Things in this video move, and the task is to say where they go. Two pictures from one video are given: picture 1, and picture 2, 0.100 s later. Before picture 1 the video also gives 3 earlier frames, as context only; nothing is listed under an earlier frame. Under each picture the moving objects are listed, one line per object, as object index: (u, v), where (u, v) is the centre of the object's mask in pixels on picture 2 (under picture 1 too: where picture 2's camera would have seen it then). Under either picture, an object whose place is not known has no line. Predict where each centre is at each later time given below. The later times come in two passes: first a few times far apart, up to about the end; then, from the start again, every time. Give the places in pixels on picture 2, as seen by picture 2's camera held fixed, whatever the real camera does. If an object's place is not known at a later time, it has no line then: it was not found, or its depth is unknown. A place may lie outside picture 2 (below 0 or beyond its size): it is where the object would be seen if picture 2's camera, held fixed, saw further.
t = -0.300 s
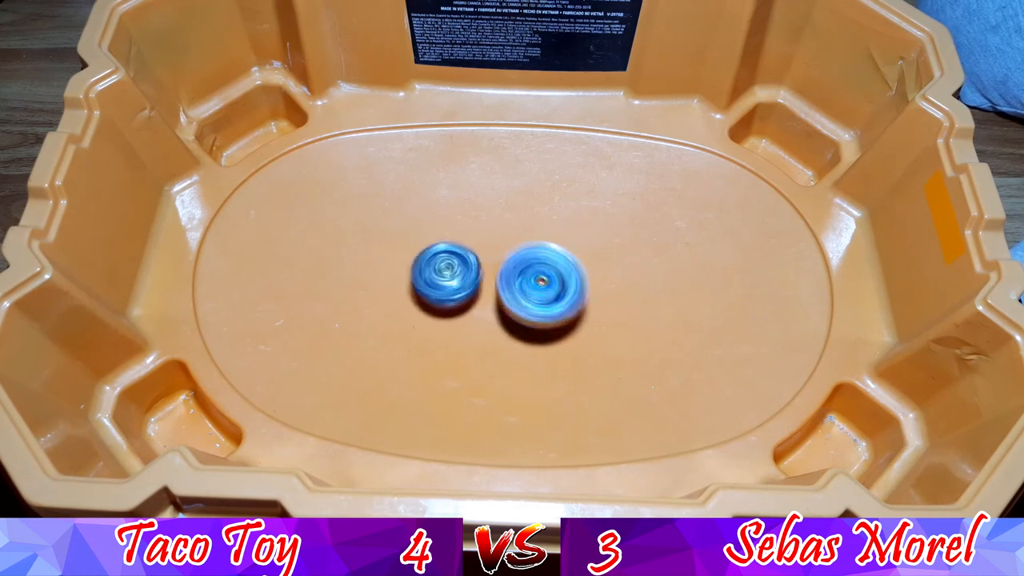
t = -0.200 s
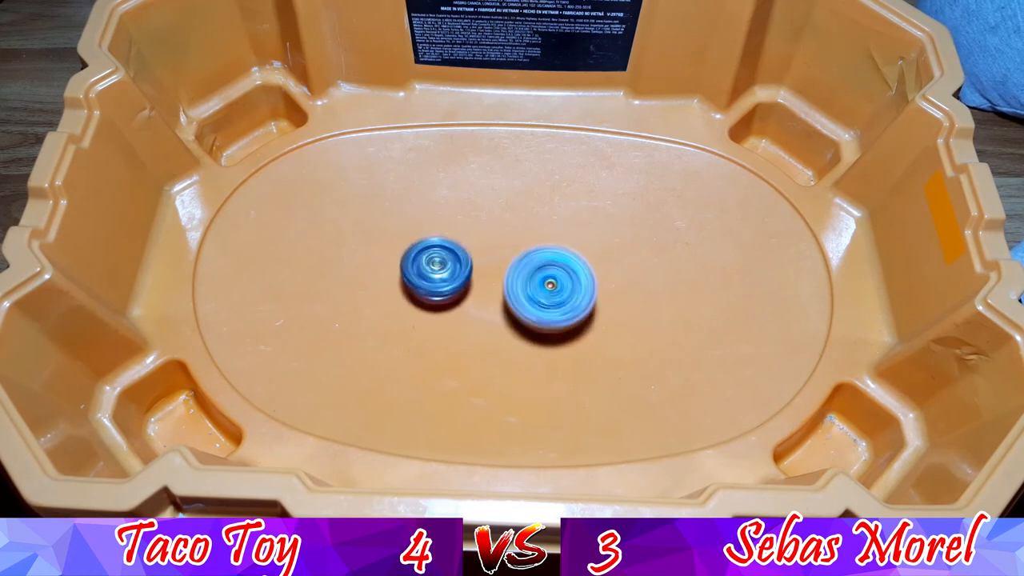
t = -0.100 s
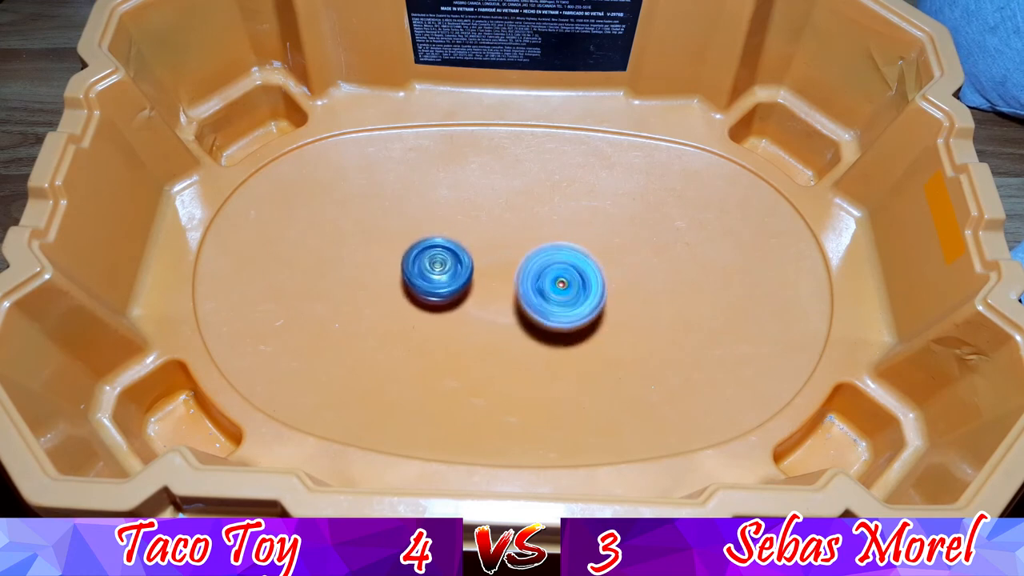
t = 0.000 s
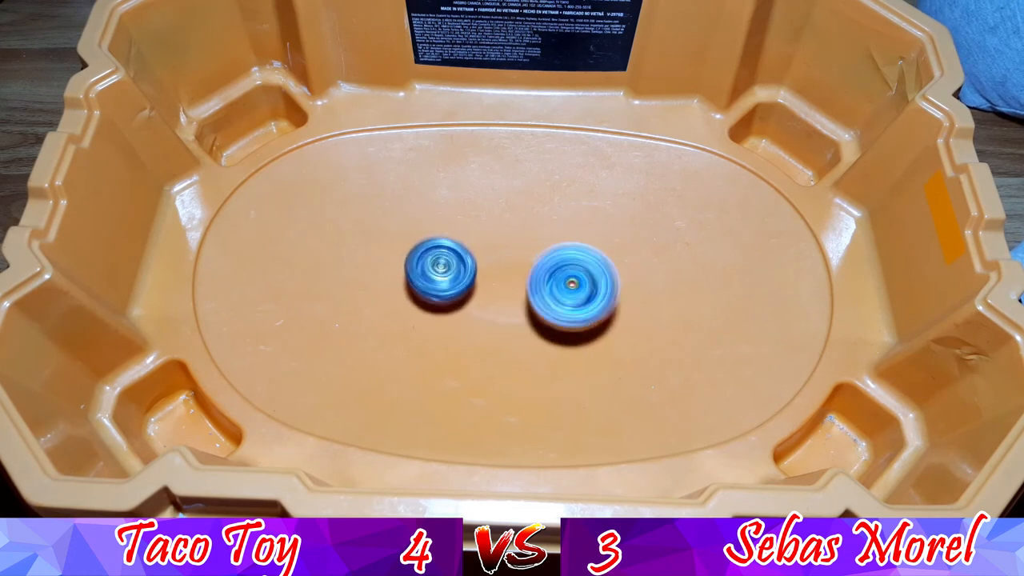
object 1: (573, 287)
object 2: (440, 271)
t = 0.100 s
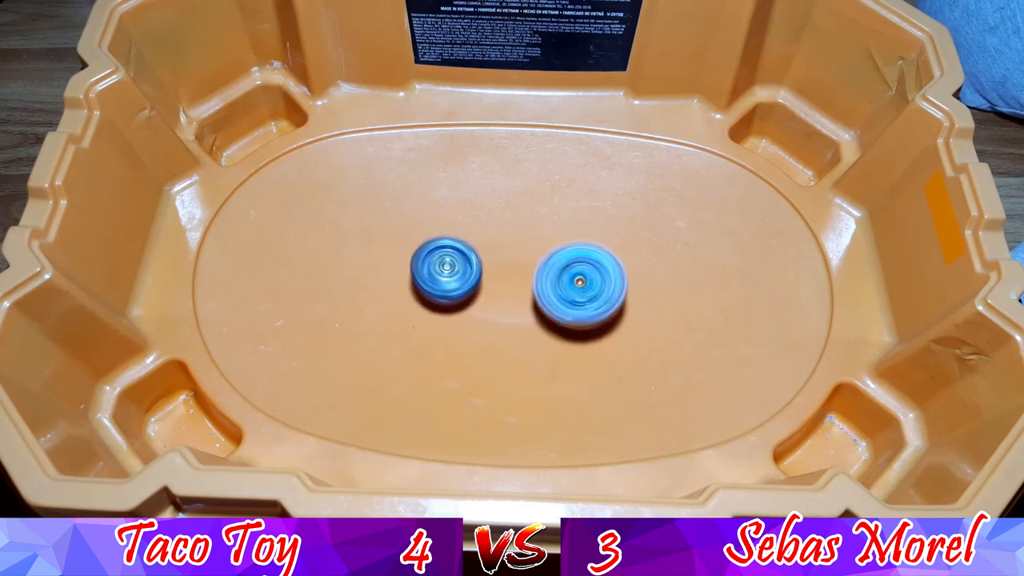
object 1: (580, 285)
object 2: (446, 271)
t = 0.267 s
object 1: (587, 277)
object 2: (457, 267)
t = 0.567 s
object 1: (581, 270)
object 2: (481, 267)
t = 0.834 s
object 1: (583, 267)
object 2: (484, 279)
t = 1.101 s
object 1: (599, 258)
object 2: (463, 284)
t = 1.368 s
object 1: (581, 262)
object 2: (451, 274)
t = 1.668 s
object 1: (564, 267)
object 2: (462, 262)
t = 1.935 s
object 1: (568, 260)
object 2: (478, 258)
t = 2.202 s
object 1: (590, 255)
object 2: (483, 262)
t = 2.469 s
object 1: (578, 265)
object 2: (486, 266)
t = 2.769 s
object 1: (570, 282)
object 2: (485, 262)
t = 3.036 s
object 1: (570, 283)
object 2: (492, 254)
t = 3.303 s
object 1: (581, 286)
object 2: (500, 246)
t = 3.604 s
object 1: (589, 281)
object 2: (497, 235)
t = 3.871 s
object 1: (573, 271)
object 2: (501, 240)
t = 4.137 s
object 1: (595, 271)
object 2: (491, 244)
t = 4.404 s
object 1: (591, 268)
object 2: (485, 246)
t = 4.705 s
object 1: (577, 262)
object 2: (482, 248)
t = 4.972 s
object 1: (570, 265)
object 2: (489, 248)
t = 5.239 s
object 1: (582, 305)
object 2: (461, 227)
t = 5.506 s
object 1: (534, 288)
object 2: (465, 225)
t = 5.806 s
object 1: (516, 286)
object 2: (474, 221)
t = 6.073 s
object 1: (513, 331)
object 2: (470, 229)
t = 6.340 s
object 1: (526, 325)
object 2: (475, 219)
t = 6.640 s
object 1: (543, 309)
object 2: (496, 228)
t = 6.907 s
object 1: (544, 301)
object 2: (489, 243)
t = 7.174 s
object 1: (547, 315)
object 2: (477, 217)
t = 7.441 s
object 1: (582, 318)
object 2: (485, 191)
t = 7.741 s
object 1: (593, 293)
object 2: (495, 260)
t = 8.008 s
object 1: (555, 276)
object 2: (467, 325)
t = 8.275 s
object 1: (558, 280)
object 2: (451, 305)
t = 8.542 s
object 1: (574, 283)
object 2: (498, 250)
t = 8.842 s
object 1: (585, 296)
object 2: (556, 227)
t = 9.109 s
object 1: (576, 309)
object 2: (615, 251)
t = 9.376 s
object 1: (541, 291)
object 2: (642, 277)
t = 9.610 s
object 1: (569, 278)
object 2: (643, 281)
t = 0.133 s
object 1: (583, 284)
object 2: (448, 271)
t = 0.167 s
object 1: (583, 281)
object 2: (451, 270)
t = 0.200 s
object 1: (585, 280)
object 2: (453, 270)
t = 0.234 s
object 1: (585, 278)
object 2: (455, 268)
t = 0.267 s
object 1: (587, 277)
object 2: (457, 267)
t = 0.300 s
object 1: (586, 276)
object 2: (460, 266)
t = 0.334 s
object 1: (587, 274)
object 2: (463, 265)
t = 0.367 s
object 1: (587, 273)
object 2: (465, 265)
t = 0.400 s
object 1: (588, 273)
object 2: (468, 264)
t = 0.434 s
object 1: (587, 273)
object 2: (471, 265)
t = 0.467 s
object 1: (585, 273)
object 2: (473, 265)
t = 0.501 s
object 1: (584, 272)
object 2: (476, 266)
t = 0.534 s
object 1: (582, 271)
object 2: (479, 266)
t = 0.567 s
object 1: (581, 270)
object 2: (481, 267)
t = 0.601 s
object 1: (579, 269)
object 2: (483, 269)
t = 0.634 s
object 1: (578, 268)
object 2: (485, 270)
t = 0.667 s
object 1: (577, 268)
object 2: (487, 271)
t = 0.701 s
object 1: (577, 267)
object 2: (489, 273)
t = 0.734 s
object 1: (576, 267)
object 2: (490, 274)
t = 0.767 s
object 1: (576, 266)
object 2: (492, 276)
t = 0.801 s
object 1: (576, 266)
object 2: (491, 278)
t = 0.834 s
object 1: (583, 267)
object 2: (484, 279)
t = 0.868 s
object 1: (590, 265)
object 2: (479, 280)
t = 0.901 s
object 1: (593, 262)
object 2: (476, 281)
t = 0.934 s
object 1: (598, 261)
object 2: (474, 282)
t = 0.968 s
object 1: (600, 259)
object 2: (472, 283)
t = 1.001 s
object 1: (602, 258)
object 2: (470, 284)
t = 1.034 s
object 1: (601, 258)
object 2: (467, 284)
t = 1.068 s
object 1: (601, 257)
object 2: (465, 284)
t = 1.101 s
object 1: (599, 258)
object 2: (463, 284)
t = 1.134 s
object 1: (598, 257)
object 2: (461, 283)
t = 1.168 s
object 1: (595, 257)
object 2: (458, 282)
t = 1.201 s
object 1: (594, 256)
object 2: (456, 281)
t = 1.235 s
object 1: (591, 257)
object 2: (455, 280)
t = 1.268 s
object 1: (590, 258)
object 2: (453, 278)
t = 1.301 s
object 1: (587, 259)
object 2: (452, 276)
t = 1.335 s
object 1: (585, 260)
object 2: (452, 275)
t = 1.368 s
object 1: (581, 262)
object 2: (451, 274)
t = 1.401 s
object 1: (577, 263)
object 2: (452, 273)
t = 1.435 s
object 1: (573, 264)
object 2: (452, 272)
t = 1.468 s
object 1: (570, 265)
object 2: (453, 270)
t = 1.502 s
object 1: (568, 266)
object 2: (454, 269)
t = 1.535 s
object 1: (567, 266)
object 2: (455, 267)
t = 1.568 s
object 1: (566, 267)
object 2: (457, 266)
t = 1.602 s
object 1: (566, 267)
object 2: (458, 264)
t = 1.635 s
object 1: (564, 267)
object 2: (460, 263)
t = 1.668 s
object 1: (564, 267)
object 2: (462, 262)
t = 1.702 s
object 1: (563, 267)
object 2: (465, 261)
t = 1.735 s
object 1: (563, 266)
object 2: (467, 260)
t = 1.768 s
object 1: (562, 265)
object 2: (470, 260)
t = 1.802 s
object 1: (562, 264)
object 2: (473, 259)
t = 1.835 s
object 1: (561, 262)
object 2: (476, 259)
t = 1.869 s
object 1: (562, 261)
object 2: (478, 259)
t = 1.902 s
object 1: (563, 259)
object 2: (479, 260)
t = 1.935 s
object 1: (568, 260)
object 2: (478, 258)
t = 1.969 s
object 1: (573, 258)
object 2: (478, 257)
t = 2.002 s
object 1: (578, 257)
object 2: (479, 257)
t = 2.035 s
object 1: (581, 255)
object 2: (479, 259)
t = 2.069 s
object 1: (585, 255)
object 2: (480, 259)
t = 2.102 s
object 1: (586, 254)
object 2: (481, 260)
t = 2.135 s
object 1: (589, 254)
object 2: (482, 260)
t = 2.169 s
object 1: (589, 254)
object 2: (482, 261)
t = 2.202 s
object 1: (590, 255)
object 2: (483, 262)
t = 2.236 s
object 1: (589, 256)
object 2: (483, 262)
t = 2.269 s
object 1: (589, 257)
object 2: (484, 263)
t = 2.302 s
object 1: (586, 258)
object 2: (484, 263)
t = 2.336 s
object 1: (586, 259)
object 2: (485, 264)
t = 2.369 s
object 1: (584, 260)
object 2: (485, 264)
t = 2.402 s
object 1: (583, 262)
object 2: (485, 265)
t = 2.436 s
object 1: (580, 264)
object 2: (485, 265)
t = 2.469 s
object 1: (578, 265)
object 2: (486, 266)
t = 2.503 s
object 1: (575, 267)
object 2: (486, 266)
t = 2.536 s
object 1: (571, 268)
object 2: (486, 267)
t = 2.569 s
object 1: (571, 270)
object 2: (486, 267)
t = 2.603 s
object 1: (571, 273)
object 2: (486, 266)
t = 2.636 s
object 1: (570, 276)
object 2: (486, 266)
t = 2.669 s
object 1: (571, 279)
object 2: (486, 265)
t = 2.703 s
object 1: (572, 281)
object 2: (486, 263)
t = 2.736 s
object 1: (571, 282)
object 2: (486, 263)
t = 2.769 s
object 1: (570, 282)
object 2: (485, 262)
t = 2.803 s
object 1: (570, 282)
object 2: (486, 261)
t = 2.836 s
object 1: (570, 281)
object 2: (486, 260)
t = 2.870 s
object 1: (571, 282)
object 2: (486, 259)
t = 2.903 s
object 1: (572, 282)
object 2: (487, 258)
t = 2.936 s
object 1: (572, 282)
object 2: (488, 257)
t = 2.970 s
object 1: (572, 283)
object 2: (489, 256)
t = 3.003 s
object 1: (572, 282)
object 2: (490, 255)
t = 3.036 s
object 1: (570, 283)
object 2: (492, 254)
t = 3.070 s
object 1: (571, 283)
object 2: (493, 253)
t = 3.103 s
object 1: (570, 282)
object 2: (494, 253)
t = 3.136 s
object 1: (572, 282)
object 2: (496, 252)
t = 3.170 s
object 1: (573, 283)
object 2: (498, 252)
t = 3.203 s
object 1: (574, 283)
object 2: (499, 251)
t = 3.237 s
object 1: (576, 283)
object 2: (502, 251)
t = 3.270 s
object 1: (577, 283)
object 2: (503, 250)
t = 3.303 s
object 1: (581, 286)
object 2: (500, 246)
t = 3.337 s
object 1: (586, 286)
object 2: (499, 242)
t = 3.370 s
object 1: (588, 287)
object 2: (498, 240)
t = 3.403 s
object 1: (590, 287)
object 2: (497, 239)
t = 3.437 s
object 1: (591, 287)
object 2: (496, 238)
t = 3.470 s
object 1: (589, 287)
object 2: (496, 237)
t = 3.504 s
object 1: (590, 285)
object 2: (496, 237)
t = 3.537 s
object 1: (590, 284)
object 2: (496, 236)
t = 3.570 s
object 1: (590, 282)
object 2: (496, 235)
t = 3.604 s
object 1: (589, 281)
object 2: (497, 235)
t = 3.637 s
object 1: (587, 280)
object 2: (497, 235)
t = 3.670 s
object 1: (586, 279)
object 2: (498, 235)
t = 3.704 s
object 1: (583, 279)
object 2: (498, 235)
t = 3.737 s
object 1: (581, 278)
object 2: (499, 236)
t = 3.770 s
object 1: (578, 276)
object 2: (500, 237)
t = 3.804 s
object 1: (576, 274)
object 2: (501, 238)
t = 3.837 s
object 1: (574, 272)
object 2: (501, 239)
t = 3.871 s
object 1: (573, 271)
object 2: (501, 240)
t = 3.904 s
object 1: (573, 269)
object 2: (501, 241)
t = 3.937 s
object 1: (573, 269)
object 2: (501, 243)
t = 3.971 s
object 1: (578, 274)
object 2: (498, 242)
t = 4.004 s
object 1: (580, 272)
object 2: (495, 241)
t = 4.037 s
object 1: (587, 272)
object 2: (494, 241)
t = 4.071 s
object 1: (587, 272)
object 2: (493, 242)
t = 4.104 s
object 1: (592, 269)
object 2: (492, 243)
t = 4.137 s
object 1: (595, 271)
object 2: (491, 244)
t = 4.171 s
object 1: (595, 271)
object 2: (490, 244)
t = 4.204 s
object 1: (597, 270)
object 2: (489, 245)
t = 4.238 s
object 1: (596, 268)
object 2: (488, 245)
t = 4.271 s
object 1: (594, 268)
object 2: (488, 245)
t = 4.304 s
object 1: (594, 267)
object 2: (487, 246)
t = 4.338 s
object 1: (593, 268)
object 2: (486, 246)
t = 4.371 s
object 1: (593, 268)
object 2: (486, 246)
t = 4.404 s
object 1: (591, 268)
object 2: (485, 246)
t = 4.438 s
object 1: (588, 268)
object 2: (484, 246)
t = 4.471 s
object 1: (585, 267)
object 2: (483, 246)
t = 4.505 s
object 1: (581, 267)
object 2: (483, 247)
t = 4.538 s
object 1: (579, 266)
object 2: (482, 247)
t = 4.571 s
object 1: (577, 265)
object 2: (482, 247)
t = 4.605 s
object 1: (576, 264)
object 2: (481, 247)
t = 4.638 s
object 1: (576, 263)
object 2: (481, 248)
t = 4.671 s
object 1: (575, 263)
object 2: (482, 248)
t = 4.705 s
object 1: (577, 262)
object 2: (482, 248)
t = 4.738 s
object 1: (579, 263)
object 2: (483, 249)
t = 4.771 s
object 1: (578, 262)
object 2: (484, 248)
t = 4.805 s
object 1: (578, 263)
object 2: (485, 249)
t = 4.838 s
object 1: (577, 264)
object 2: (487, 249)
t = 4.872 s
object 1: (576, 264)
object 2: (487, 249)
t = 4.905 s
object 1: (575, 265)
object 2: (488, 249)
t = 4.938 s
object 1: (572, 264)
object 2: (490, 249)
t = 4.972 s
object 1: (570, 265)
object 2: (489, 248)
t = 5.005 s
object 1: (569, 267)
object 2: (487, 246)
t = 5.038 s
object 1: (577, 277)
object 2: (478, 240)
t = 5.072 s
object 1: (580, 283)
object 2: (471, 236)
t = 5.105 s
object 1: (585, 287)
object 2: (466, 233)
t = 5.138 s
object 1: (585, 294)
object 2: (463, 230)
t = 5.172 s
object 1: (586, 299)
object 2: (462, 229)
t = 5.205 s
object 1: (586, 302)
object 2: (462, 227)
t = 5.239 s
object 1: (582, 305)
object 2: (461, 227)
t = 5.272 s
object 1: (578, 306)
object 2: (460, 225)
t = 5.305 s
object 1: (572, 306)
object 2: (460, 224)
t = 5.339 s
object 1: (568, 306)
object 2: (461, 224)
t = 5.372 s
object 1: (562, 303)
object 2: (461, 223)
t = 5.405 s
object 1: (553, 301)
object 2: (462, 223)
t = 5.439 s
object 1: (549, 297)
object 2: (463, 223)
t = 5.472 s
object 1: (541, 294)
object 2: (464, 224)
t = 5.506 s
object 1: (534, 288)
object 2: (465, 225)
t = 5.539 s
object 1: (528, 284)
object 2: (466, 227)
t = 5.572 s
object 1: (523, 279)
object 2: (466, 227)
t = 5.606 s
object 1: (521, 279)
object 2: (465, 225)
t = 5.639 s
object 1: (515, 280)
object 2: (465, 219)
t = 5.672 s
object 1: (513, 278)
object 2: (466, 215)
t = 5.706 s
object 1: (516, 281)
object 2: (468, 215)
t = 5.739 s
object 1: (515, 284)
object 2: (470, 215)
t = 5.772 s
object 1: (515, 285)
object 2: (473, 218)
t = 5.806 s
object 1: (516, 286)
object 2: (474, 221)
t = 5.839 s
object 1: (520, 287)
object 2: (474, 225)
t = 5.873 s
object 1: (521, 290)
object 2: (473, 230)
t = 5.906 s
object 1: (522, 291)
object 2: (473, 236)
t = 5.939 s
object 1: (521, 295)
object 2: (472, 241)
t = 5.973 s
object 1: (519, 297)
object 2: (470, 246)
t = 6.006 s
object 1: (517, 304)
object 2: (469, 247)
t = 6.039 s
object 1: (513, 320)
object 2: (469, 237)
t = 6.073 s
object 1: (513, 331)
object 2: (470, 229)
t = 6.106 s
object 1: (513, 340)
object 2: (471, 222)
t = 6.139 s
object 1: (514, 344)
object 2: (472, 217)
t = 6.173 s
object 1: (513, 345)
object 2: (472, 214)
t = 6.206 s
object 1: (515, 345)
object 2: (472, 212)
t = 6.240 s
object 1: (517, 342)
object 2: (474, 213)
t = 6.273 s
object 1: (522, 339)
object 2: (474, 214)
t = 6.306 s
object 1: (525, 332)
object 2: (476, 217)
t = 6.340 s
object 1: (526, 325)
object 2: (475, 219)
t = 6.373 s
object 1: (527, 318)
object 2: (476, 223)
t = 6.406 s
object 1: (527, 311)
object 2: (475, 227)
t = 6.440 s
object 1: (529, 304)
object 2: (478, 228)
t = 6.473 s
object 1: (532, 297)
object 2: (480, 233)
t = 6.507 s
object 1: (536, 293)
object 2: (483, 236)
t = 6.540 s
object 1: (540, 296)
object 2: (487, 233)
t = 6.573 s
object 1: (545, 302)
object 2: (491, 229)
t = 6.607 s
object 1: (547, 307)
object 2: (494, 227)
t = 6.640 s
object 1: (543, 309)
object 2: (496, 228)
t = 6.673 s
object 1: (538, 307)
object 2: (496, 230)
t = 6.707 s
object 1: (535, 303)
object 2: (496, 233)
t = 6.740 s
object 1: (536, 299)
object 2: (493, 234)
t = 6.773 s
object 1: (537, 297)
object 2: (492, 234)
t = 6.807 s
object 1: (539, 297)
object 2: (492, 236)
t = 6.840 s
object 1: (541, 297)
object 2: (490, 237)
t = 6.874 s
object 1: (543, 298)
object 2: (491, 240)
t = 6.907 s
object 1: (544, 301)
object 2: (489, 243)
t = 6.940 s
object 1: (541, 303)
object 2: (488, 245)
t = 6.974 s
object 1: (538, 303)
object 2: (488, 246)
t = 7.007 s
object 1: (536, 303)
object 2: (488, 245)
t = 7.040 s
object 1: (534, 302)
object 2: (489, 245)
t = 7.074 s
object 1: (533, 300)
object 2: (489, 243)
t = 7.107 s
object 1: (537, 306)
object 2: (487, 237)
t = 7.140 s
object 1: (541, 311)
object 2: (483, 227)
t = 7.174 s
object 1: (547, 315)
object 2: (477, 217)
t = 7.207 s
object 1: (554, 318)
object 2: (476, 211)
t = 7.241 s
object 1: (560, 318)
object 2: (477, 205)
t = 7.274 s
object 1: (564, 318)
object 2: (477, 200)
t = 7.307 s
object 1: (568, 318)
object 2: (479, 196)
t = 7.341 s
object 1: (571, 319)
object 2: (481, 192)
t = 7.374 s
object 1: (574, 318)
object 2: (482, 192)
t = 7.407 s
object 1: (578, 318)
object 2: (483, 191)
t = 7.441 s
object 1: (582, 318)
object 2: (485, 191)
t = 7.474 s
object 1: (586, 316)
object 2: (486, 195)
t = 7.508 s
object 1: (588, 313)
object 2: (486, 200)
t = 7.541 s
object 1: (590, 311)
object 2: (488, 203)
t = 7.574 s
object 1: (591, 309)
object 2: (490, 210)
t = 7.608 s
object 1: (592, 306)
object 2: (492, 218)
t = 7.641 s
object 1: (593, 304)
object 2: (493, 226)
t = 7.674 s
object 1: (593, 301)
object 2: (495, 238)
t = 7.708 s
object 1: (594, 297)
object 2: (495, 249)
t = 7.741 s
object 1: (593, 293)
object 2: (495, 260)
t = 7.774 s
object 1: (591, 288)
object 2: (496, 271)
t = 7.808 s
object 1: (586, 284)
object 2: (493, 280)
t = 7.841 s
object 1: (580, 281)
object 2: (491, 292)
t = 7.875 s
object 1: (574, 277)
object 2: (489, 300)
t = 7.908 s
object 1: (568, 275)
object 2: (482, 310)
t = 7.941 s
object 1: (562, 274)
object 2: (477, 316)
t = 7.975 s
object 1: (557, 274)
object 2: (471, 321)
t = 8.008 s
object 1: (555, 276)
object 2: (467, 325)
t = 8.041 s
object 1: (556, 278)
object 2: (462, 326)
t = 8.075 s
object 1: (556, 279)
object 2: (458, 327)
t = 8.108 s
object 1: (555, 279)
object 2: (456, 325)
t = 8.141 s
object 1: (555, 279)
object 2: (451, 323)
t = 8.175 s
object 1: (556, 280)
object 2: (451, 320)
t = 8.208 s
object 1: (557, 280)
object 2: (448, 316)
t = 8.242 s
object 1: (558, 280)
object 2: (450, 313)
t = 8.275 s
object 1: (558, 280)
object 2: (451, 305)
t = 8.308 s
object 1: (560, 280)
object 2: (453, 299)
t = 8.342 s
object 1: (561, 280)
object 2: (457, 292)
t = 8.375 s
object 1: (563, 280)
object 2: (463, 286)
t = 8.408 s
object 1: (565, 280)
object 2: (468, 275)
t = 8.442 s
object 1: (569, 281)
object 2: (474, 270)
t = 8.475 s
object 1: (572, 282)
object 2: (483, 263)
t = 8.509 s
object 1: (574, 283)
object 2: (489, 257)
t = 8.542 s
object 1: (574, 283)
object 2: (498, 250)
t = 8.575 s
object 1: (575, 284)
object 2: (506, 245)
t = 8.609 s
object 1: (578, 286)
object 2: (512, 238)
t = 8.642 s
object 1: (580, 287)
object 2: (517, 234)
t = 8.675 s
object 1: (581, 288)
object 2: (523, 231)
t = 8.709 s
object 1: (581, 289)
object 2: (529, 228)
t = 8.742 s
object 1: (580, 288)
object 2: (535, 228)
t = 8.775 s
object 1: (581, 289)
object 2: (540, 230)
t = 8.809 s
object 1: (583, 292)
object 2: (547, 229)
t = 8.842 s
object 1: (585, 296)
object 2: (556, 227)
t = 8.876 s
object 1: (585, 300)
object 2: (565, 228)
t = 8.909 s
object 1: (583, 303)
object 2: (575, 228)
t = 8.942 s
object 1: (581, 306)
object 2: (583, 231)
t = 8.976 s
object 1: (579, 307)
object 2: (589, 234)
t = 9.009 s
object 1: (578, 307)
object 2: (596, 237)
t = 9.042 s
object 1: (577, 308)
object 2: (603, 242)
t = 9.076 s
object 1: (578, 308)
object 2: (608, 246)
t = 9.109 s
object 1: (576, 309)
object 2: (615, 251)
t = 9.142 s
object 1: (570, 311)
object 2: (624, 256)
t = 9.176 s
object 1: (565, 312)
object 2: (630, 265)
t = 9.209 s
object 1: (559, 312)
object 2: (632, 271)
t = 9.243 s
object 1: (552, 311)
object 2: (636, 274)
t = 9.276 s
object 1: (547, 306)
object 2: (639, 277)
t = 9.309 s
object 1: (544, 301)
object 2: (640, 277)
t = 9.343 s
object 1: (542, 296)
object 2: (641, 278)
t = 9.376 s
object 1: (541, 291)
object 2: (642, 277)
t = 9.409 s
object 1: (542, 287)
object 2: (642, 277)
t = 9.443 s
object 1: (545, 284)
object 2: (642, 277)
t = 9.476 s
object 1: (549, 282)
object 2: (642, 277)
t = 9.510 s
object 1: (554, 280)
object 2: (642, 277)
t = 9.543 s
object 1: (559, 280)
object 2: (642, 279)
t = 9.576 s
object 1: (565, 279)
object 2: (642, 279)
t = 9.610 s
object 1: (569, 278)
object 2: (643, 281)
